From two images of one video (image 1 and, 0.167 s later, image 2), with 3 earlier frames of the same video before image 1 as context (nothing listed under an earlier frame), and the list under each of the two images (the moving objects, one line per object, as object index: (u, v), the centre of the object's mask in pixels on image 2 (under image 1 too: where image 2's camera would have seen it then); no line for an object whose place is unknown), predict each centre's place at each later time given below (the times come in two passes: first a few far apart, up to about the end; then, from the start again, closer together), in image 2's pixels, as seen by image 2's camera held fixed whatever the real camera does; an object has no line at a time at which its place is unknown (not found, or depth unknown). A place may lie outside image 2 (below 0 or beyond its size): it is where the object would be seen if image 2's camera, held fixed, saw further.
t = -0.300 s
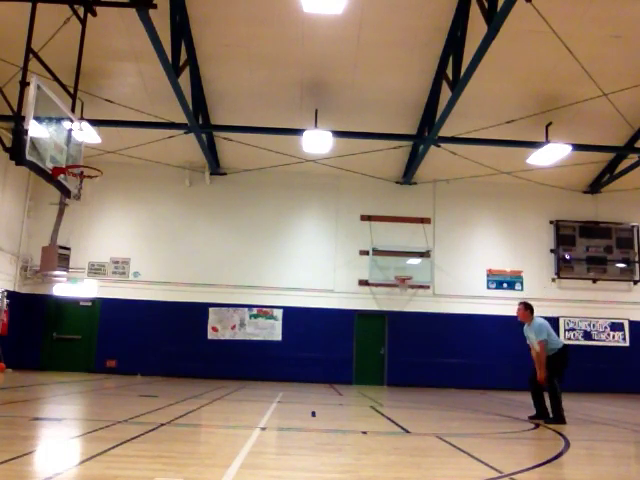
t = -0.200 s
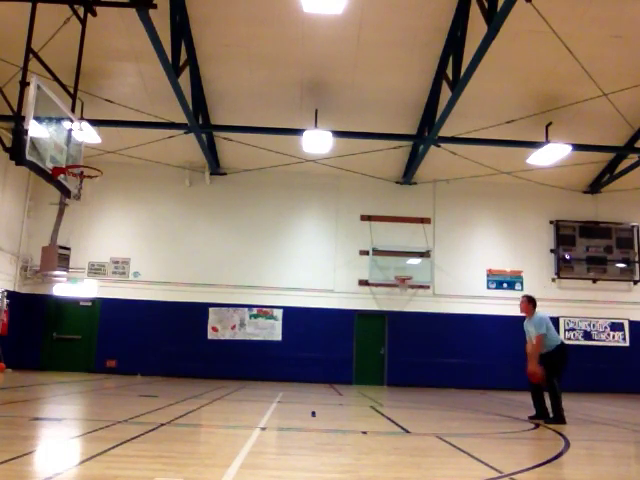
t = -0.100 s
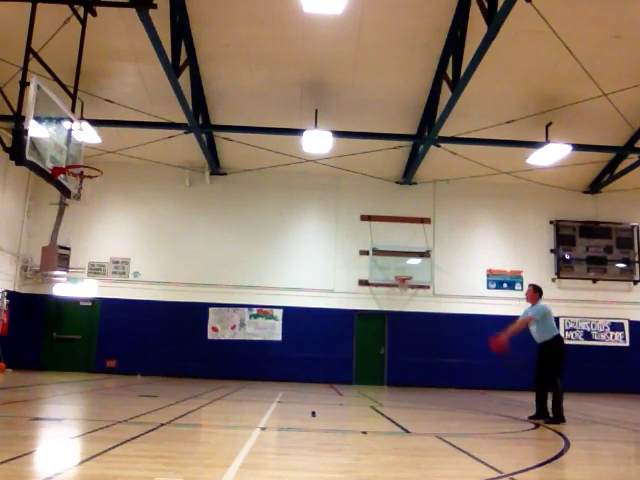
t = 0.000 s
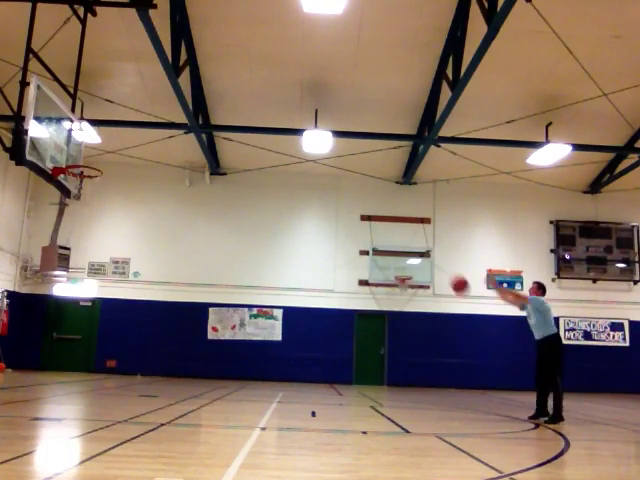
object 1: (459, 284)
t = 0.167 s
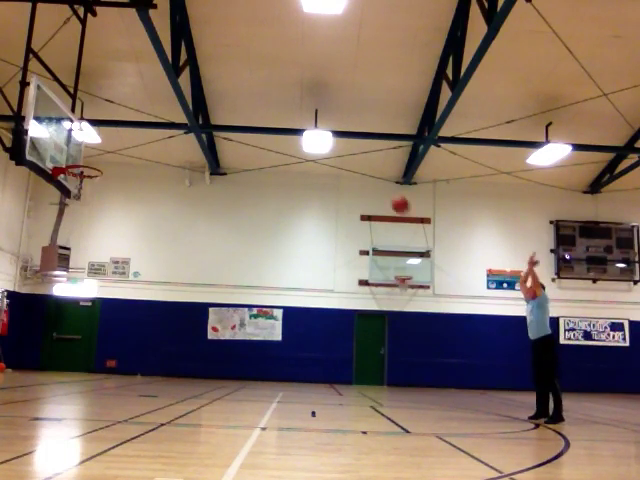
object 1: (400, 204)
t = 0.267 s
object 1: (366, 168)
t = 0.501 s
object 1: (291, 113)
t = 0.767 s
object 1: (207, 98)
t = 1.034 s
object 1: (121, 128)
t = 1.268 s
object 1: (69, 144)
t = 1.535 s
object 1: (83, 115)
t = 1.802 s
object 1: (90, 135)
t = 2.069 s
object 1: (82, 186)
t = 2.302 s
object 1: (59, 239)
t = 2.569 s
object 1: (28, 350)
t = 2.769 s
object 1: (9, 347)
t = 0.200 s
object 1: (388, 191)
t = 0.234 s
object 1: (377, 179)
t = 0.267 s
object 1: (366, 168)
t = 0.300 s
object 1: (354, 157)
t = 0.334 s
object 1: (344, 148)
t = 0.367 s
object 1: (335, 140)
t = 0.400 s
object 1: (323, 129)
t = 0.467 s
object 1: (301, 118)
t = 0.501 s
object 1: (291, 113)
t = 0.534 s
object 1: (280, 109)
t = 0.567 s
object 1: (270, 105)
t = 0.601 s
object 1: (259, 102)
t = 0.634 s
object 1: (249, 100)
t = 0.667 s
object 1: (238, 98)
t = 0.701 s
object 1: (227, 97)
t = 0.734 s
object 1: (216, 97)
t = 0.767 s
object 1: (207, 98)
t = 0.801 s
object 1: (197, 99)
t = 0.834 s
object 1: (185, 100)
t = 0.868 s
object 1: (175, 104)
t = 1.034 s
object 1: (121, 128)
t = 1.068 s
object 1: (110, 135)
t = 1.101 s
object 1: (99, 143)
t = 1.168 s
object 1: (76, 160)
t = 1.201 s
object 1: (71, 161)
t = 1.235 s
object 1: (70, 153)
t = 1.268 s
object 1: (69, 144)
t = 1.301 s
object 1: (71, 138)
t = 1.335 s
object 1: (73, 132)
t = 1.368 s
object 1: (74, 127)
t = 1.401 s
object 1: (77, 123)
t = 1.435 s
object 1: (78, 120)
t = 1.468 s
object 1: (80, 118)
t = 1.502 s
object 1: (82, 116)
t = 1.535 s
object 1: (83, 115)
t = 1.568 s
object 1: (84, 115)
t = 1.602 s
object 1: (85, 115)
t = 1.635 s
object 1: (86, 116)
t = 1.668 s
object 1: (87, 118)
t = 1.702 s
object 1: (87, 121)
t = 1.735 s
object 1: (88, 124)
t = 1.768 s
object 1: (89, 128)
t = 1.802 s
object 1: (90, 135)
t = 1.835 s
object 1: (91, 141)
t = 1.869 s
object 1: (91, 148)
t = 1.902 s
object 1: (90, 154)
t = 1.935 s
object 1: (91, 161)
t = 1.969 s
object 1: (91, 170)
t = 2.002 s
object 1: (90, 175)
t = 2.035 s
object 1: (86, 181)
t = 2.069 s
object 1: (82, 186)
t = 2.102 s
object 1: (78, 193)
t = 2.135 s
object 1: (74, 199)
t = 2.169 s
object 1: (72, 203)
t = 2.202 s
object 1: (70, 213)
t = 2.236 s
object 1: (66, 220)
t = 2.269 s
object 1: (62, 230)
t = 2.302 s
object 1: (59, 239)
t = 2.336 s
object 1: (55, 249)
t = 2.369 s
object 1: (50, 261)
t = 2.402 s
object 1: (48, 273)
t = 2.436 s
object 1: (43, 286)
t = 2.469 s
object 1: (40, 302)
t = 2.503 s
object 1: (36, 316)
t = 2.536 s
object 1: (32, 333)
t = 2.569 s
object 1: (28, 350)
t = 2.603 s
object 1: (23, 368)
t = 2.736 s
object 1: (11, 358)
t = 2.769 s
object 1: (9, 347)
